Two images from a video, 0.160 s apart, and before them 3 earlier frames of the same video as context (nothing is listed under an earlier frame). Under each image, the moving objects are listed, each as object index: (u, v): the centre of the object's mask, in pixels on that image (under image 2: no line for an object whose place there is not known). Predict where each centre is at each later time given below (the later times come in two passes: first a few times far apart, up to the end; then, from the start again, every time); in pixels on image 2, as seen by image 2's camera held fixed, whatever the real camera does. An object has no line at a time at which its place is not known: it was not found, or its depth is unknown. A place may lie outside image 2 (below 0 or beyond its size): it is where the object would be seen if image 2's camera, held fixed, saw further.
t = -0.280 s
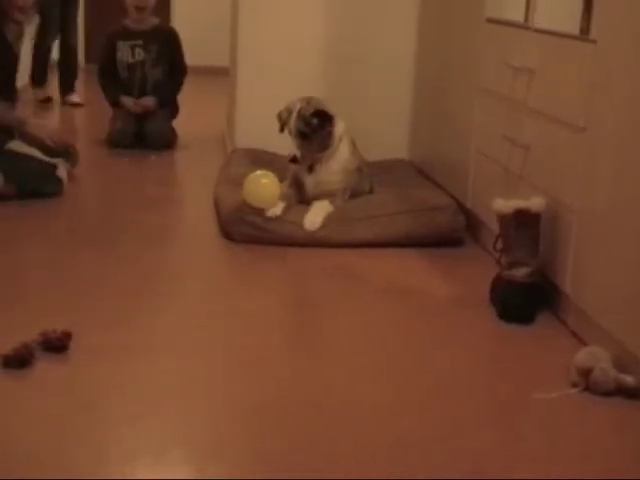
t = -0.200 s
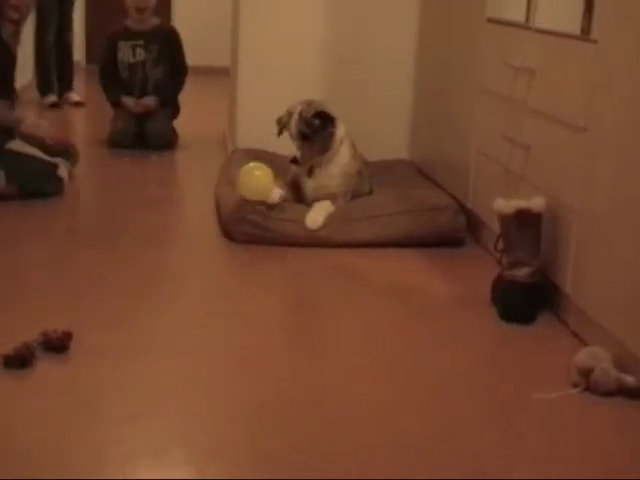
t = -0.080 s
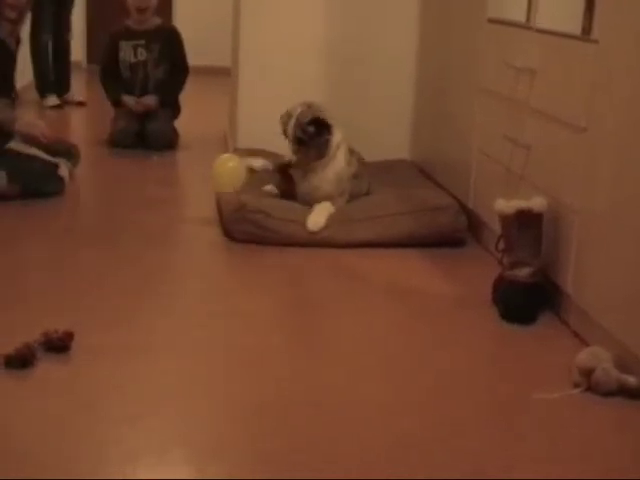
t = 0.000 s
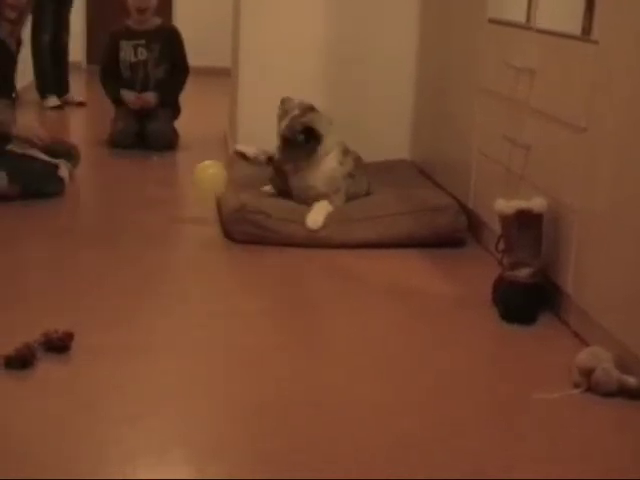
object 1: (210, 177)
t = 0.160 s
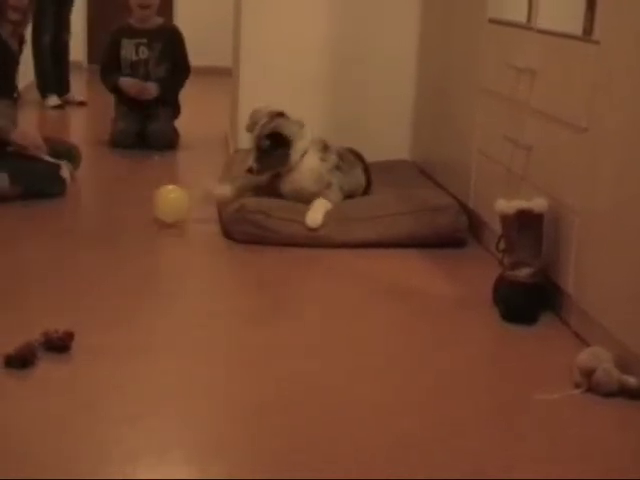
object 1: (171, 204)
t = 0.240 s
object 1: (158, 201)
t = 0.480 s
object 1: (128, 205)
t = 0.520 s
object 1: (124, 206)
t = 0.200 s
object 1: (163, 202)
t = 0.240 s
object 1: (158, 201)
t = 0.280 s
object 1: (151, 204)
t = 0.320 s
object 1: (146, 204)
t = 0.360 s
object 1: (142, 203)
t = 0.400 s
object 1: (137, 204)
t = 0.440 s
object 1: (133, 205)
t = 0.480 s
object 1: (128, 205)
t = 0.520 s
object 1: (124, 206)
